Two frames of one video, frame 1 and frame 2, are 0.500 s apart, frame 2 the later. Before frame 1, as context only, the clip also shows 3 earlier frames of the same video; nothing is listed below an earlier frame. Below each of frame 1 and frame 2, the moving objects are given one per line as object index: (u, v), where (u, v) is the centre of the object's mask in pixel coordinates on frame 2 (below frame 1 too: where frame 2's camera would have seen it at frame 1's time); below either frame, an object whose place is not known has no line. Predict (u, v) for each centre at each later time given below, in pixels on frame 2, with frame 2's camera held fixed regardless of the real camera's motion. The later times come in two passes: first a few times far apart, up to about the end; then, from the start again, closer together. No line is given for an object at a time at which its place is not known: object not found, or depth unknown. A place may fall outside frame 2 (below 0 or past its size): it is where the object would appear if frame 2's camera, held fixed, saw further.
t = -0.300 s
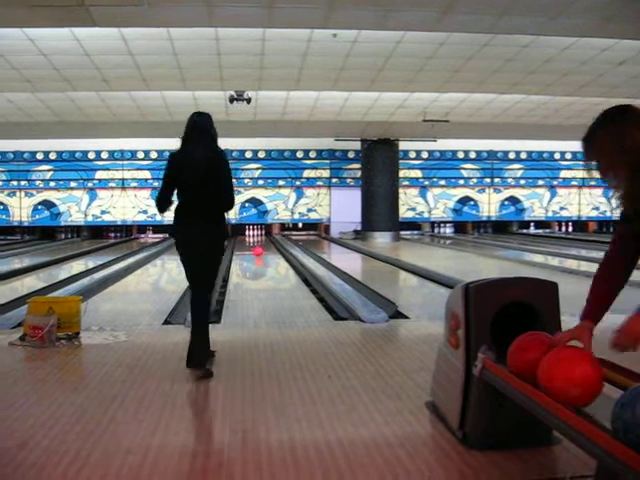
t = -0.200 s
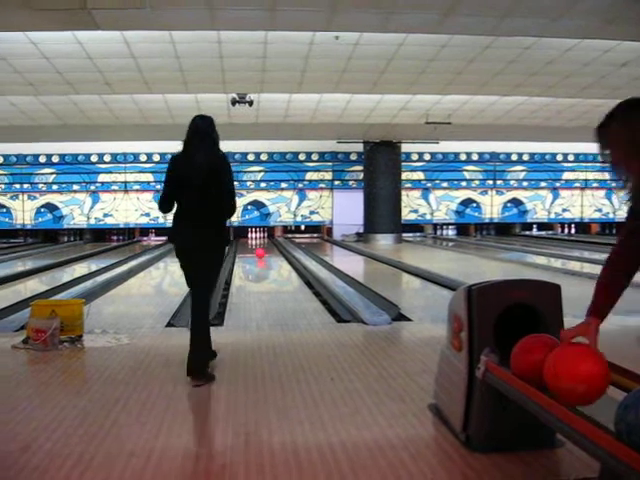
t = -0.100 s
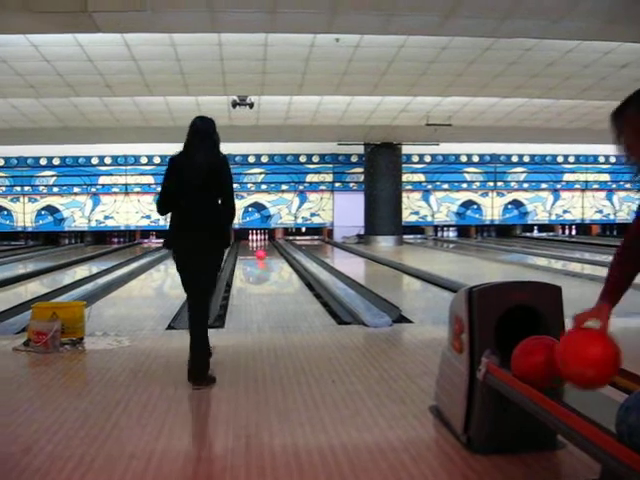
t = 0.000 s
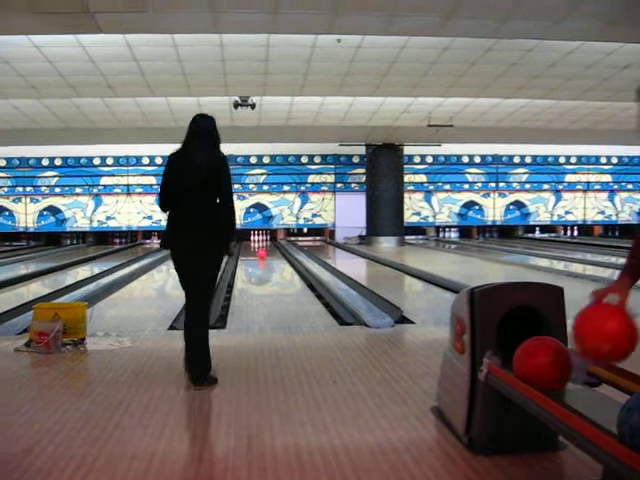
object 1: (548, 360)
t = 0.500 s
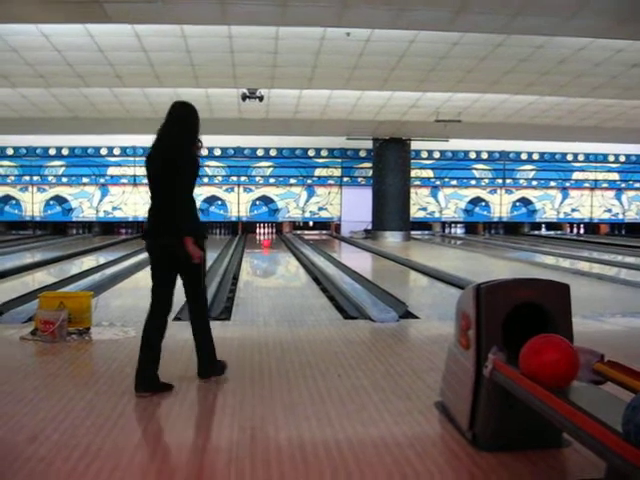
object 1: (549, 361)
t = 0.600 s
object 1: (550, 361)
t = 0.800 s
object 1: (550, 361)
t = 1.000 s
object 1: (550, 361)
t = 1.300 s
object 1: (551, 362)
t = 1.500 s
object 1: (551, 362)
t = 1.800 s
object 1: (552, 363)
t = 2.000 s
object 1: (554, 364)
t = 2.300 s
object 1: (555, 365)
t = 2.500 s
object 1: (557, 366)
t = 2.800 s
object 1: (560, 367)
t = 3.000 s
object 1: (561, 368)
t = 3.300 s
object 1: (565, 371)
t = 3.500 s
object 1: (569, 373)
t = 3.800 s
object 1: (575, 376)
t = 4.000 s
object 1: (580, 378)
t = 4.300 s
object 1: (589, 385)
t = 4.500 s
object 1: (592, 388)
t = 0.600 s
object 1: (550, 361)
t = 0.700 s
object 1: (550, 361)
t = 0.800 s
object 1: (550, 361)
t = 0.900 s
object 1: (550, 361)
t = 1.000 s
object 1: (550, 361)
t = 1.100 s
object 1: (550, 362)
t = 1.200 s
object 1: (550, 362)
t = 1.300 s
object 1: (551, 362)
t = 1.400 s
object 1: (551, 362)
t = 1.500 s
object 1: (551, 362)
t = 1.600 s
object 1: (552, 363)
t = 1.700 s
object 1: (552, 363)
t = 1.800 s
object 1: (552, 363)
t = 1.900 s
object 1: (553, 364)
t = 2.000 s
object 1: (554, 364)
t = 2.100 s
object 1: (555, 364)
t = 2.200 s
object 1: (555, 365)
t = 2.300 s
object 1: (555, 365)
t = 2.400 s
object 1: (556, 366)
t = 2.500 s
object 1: (557, 366)
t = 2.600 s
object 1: (558, 366)
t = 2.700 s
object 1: (559, 367)
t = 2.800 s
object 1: (560, 367)
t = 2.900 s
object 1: (561, 368)
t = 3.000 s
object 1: (561, 368)
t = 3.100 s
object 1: (563, 369)
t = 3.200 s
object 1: (564, 370)
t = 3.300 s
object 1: (565, 371)
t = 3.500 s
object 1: (569, 373)
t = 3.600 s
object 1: (571, 374)
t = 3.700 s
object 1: (572, 375)
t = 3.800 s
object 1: (575, 376)
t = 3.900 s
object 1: (577, 377)
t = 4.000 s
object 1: (580, 378)
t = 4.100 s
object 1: (584, 381)
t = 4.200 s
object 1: (587, 383)
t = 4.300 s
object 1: (589, 385)
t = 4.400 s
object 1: (592, 387)
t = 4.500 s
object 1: (592, 388)
